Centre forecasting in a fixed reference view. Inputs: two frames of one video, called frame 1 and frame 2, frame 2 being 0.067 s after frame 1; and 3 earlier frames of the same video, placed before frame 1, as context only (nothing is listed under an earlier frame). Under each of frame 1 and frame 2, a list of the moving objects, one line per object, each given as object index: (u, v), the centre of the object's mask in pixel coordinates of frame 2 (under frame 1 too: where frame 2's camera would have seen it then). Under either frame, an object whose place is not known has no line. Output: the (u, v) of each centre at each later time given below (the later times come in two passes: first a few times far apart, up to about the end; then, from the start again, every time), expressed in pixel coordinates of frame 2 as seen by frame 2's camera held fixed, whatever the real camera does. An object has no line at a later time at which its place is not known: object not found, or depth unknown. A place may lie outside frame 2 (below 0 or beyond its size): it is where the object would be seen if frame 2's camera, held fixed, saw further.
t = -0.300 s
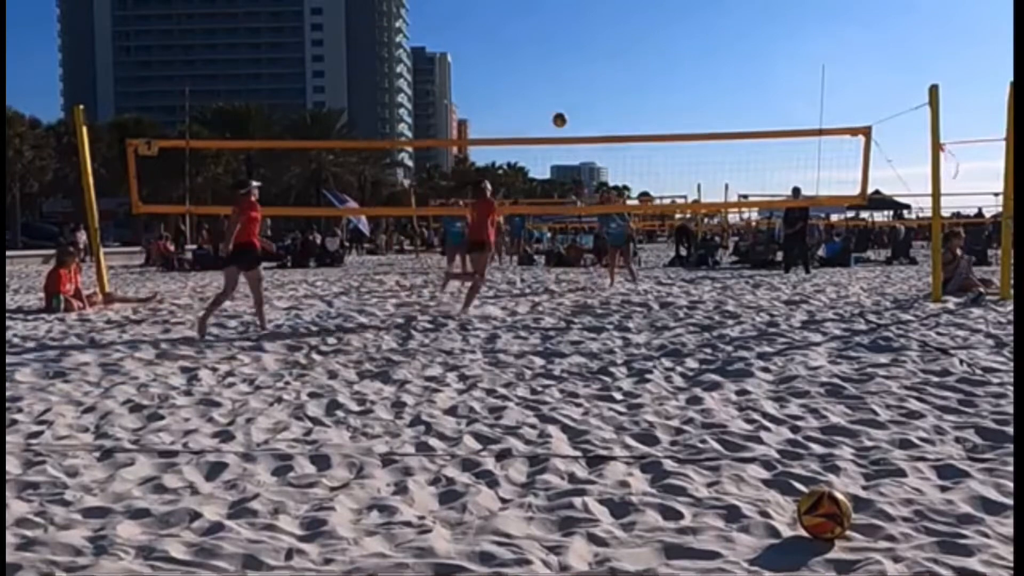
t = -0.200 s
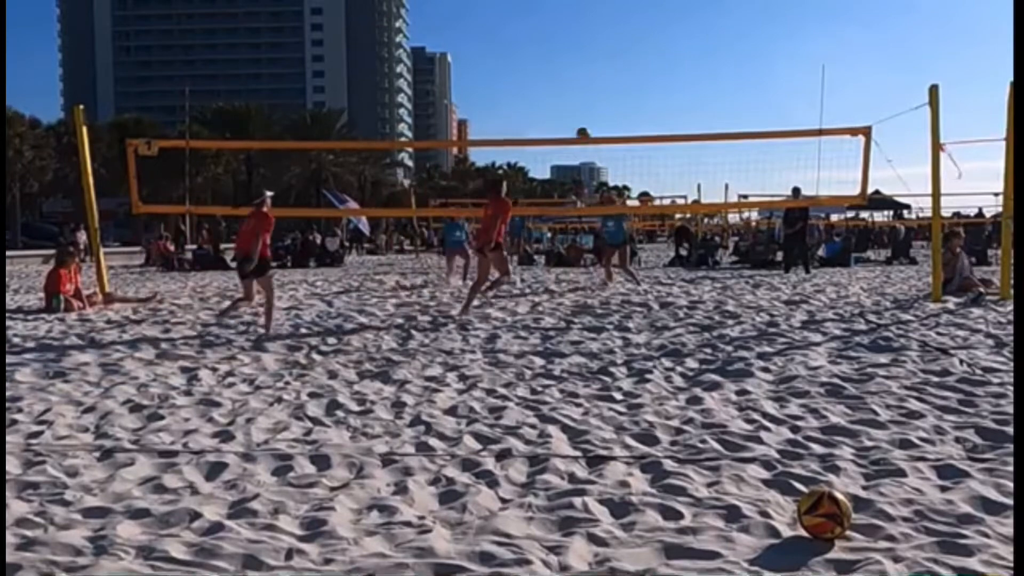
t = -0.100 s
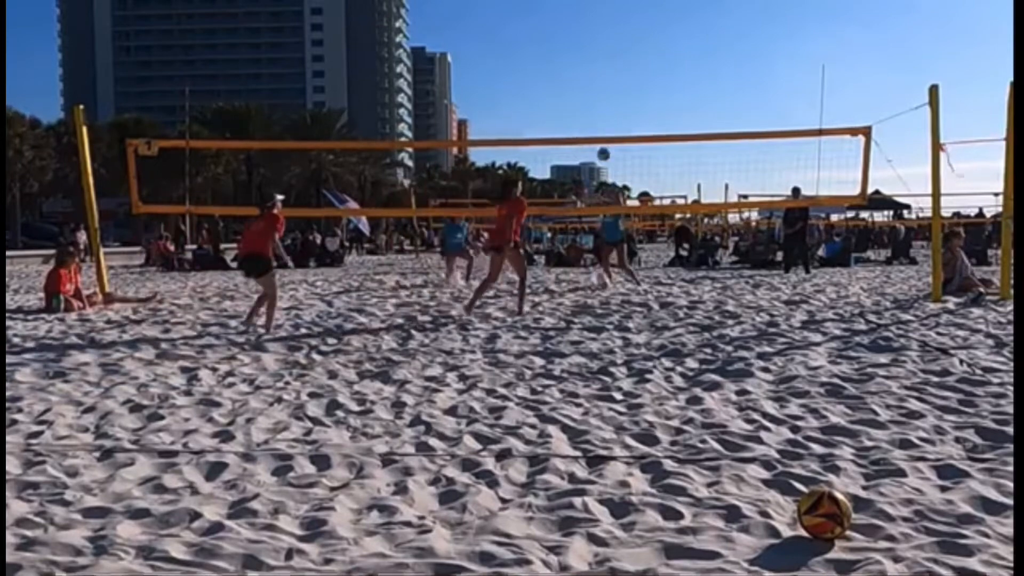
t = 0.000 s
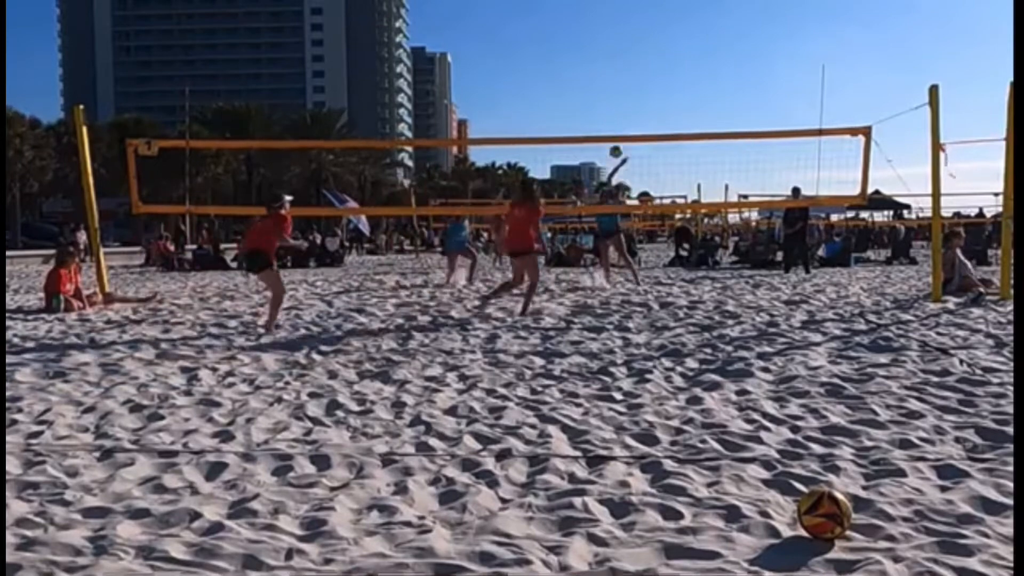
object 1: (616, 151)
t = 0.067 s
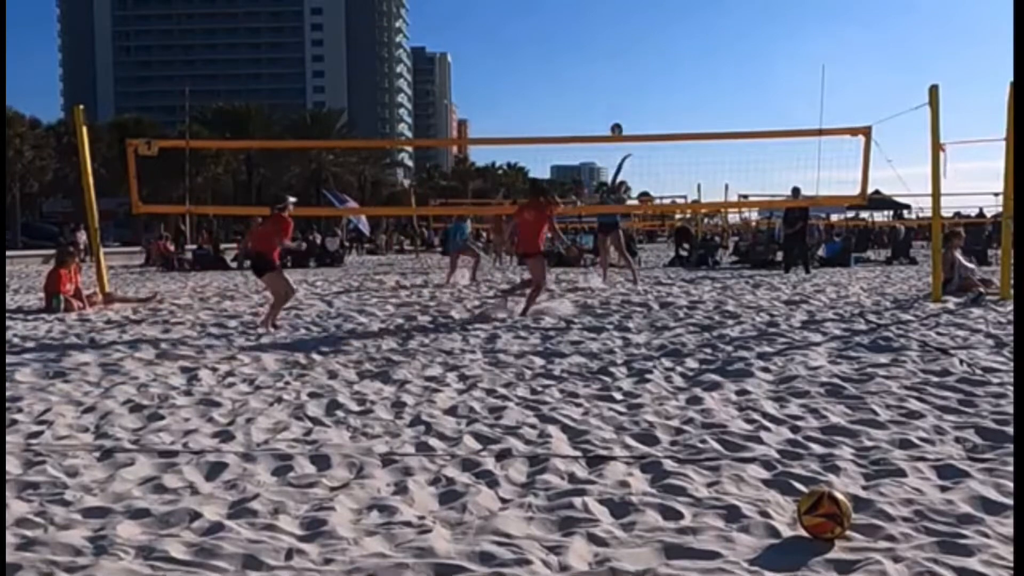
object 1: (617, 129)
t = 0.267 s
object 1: (620, 77)
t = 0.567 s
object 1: (624, 45)
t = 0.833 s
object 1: (628, 65)
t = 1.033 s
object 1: (631, 112)
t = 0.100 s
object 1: (617, 119)
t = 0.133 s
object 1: (618, 109)
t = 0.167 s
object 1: (618, 100)
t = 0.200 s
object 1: (619, 92)
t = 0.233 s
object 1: (620, 84)
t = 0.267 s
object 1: (620, 77)
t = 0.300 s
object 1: (620, 70)
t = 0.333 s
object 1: (621, 65)
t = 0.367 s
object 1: (621, 60)
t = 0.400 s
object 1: (622, 56)
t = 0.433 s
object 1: (624, 52)
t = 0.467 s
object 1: (623, 49)
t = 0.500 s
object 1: (623, 47)
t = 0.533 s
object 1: (624, 45)
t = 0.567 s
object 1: (624, 45)
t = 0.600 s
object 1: (625, 45)
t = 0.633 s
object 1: (625, 45)
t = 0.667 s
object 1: (625, 47)
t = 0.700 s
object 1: (626, 49)
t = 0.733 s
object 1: (627, 52)
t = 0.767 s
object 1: (627, 55)
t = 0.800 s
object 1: (628, 60)
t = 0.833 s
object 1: (628, 65)
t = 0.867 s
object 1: (629, 71)
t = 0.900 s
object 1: (629, 78)
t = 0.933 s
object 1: (630, 85)
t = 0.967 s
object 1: (631, 94)
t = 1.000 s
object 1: (631, 103)
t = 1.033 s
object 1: (631, 112)
